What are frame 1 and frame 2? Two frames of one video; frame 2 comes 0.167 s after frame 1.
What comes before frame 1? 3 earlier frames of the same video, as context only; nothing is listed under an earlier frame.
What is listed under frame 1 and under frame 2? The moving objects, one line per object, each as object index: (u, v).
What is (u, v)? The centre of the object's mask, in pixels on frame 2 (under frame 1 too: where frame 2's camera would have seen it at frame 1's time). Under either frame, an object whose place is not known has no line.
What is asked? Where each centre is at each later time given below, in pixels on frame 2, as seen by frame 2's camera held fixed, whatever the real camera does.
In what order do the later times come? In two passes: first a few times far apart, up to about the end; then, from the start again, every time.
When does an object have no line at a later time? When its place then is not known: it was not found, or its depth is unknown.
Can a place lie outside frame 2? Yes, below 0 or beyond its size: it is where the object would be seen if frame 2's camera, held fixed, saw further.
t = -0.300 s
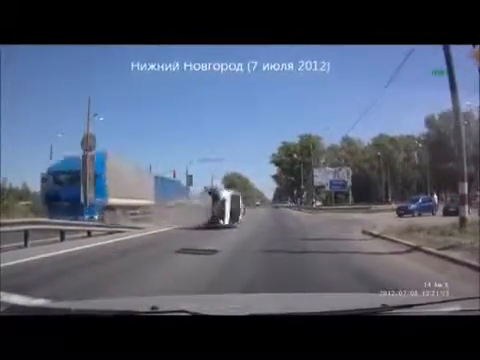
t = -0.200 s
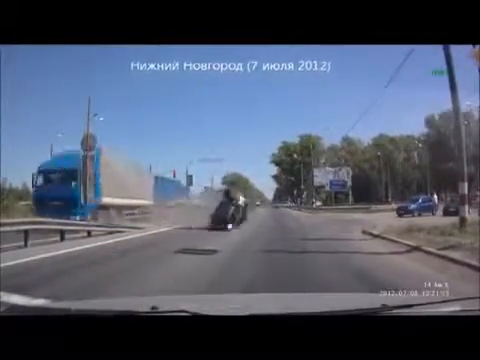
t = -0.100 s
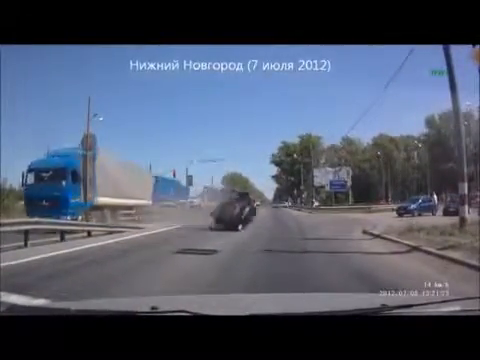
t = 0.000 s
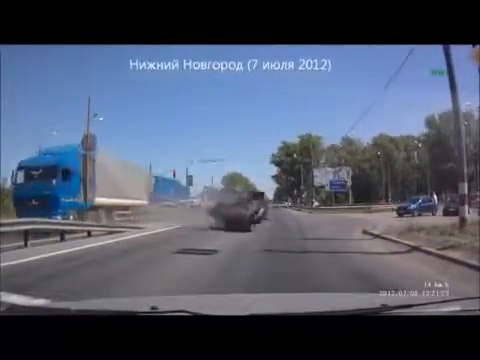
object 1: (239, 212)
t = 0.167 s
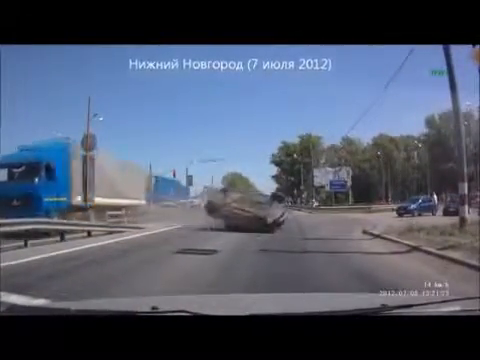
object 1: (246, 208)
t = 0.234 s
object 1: (249, 209)
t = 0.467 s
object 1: (260, 210)
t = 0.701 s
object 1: (271, 211)
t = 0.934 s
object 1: (282, 213)
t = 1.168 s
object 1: (296, 212)
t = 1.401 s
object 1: (315, 213)
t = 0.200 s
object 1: (248, 209)
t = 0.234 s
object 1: (249, 209)
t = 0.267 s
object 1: (251, 209)
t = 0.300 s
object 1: (253, 209)
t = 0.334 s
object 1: (254, 209)
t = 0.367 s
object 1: (256, 209)
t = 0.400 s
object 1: (258, 209)
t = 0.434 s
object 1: (258, 210)
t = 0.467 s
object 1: (260, 210)
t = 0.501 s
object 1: (262, 210)
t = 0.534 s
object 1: (263, 210)
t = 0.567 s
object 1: (265, 210)
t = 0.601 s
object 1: (265, 210)
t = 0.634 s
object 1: (267, 211)
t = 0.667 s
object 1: (269, 211)
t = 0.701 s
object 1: (271, 211)
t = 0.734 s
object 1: (273, 212)
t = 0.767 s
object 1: (275, 212)
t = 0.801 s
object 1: (277, 212)
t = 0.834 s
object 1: (279, 212)
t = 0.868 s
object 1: (281, 212)
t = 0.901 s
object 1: (282, 213)
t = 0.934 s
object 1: (282, 213)
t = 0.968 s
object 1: (284, 213)
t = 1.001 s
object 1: (286, 213)
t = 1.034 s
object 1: (287, 213)
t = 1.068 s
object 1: (289, 213)
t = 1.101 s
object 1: (292, 213)
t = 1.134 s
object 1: (294, 214)
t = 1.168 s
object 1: (296, 212)
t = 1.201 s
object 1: (298, 212)
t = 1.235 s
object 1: (301, 213)
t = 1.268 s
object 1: (304, 213)
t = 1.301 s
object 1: (307, 213)
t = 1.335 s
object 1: (310, 213)
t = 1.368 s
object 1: (312, 212)
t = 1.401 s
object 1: (315, 213)
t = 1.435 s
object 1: (318, 211)
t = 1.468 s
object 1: (321, 211)
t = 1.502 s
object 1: (326, 212)
